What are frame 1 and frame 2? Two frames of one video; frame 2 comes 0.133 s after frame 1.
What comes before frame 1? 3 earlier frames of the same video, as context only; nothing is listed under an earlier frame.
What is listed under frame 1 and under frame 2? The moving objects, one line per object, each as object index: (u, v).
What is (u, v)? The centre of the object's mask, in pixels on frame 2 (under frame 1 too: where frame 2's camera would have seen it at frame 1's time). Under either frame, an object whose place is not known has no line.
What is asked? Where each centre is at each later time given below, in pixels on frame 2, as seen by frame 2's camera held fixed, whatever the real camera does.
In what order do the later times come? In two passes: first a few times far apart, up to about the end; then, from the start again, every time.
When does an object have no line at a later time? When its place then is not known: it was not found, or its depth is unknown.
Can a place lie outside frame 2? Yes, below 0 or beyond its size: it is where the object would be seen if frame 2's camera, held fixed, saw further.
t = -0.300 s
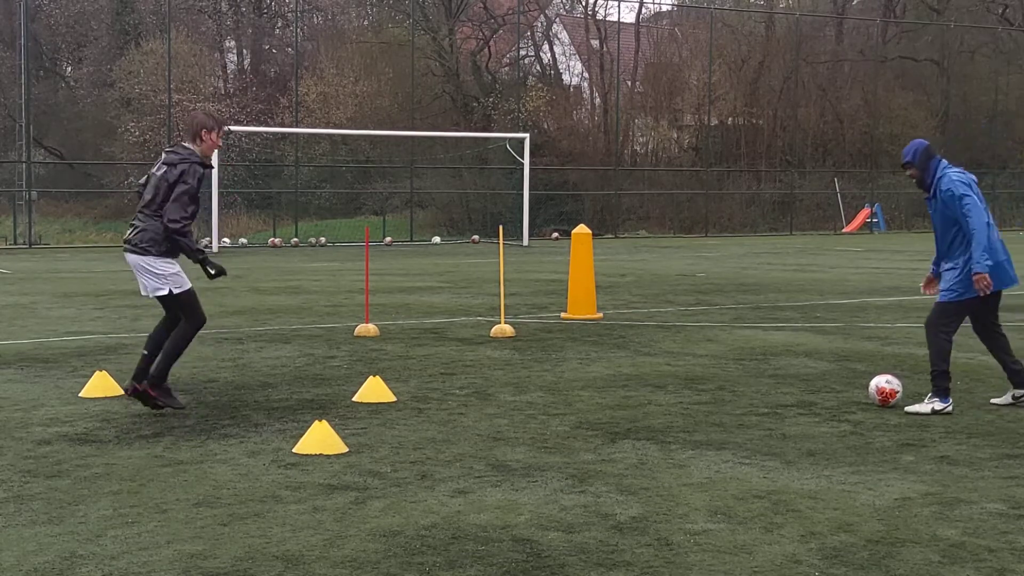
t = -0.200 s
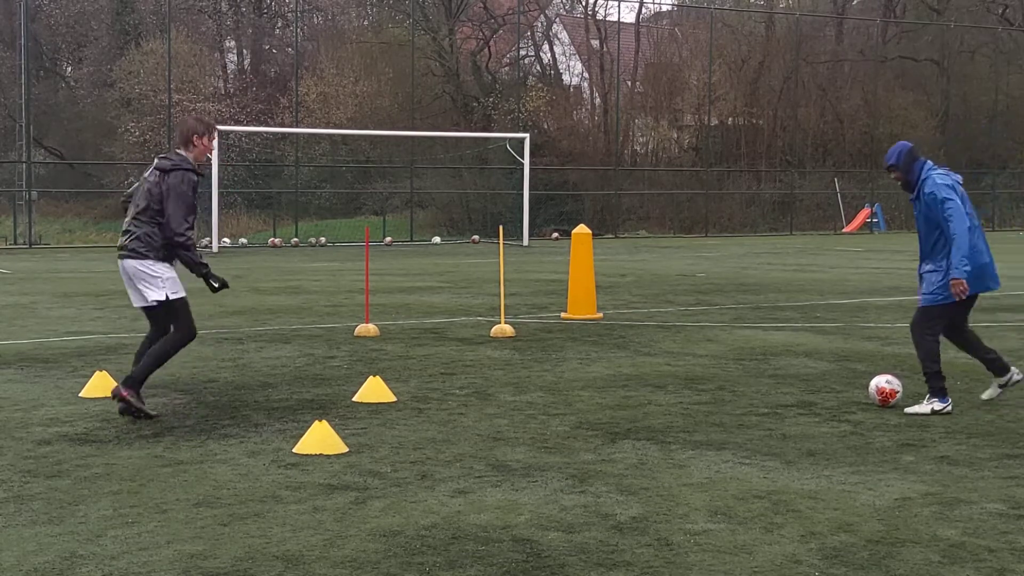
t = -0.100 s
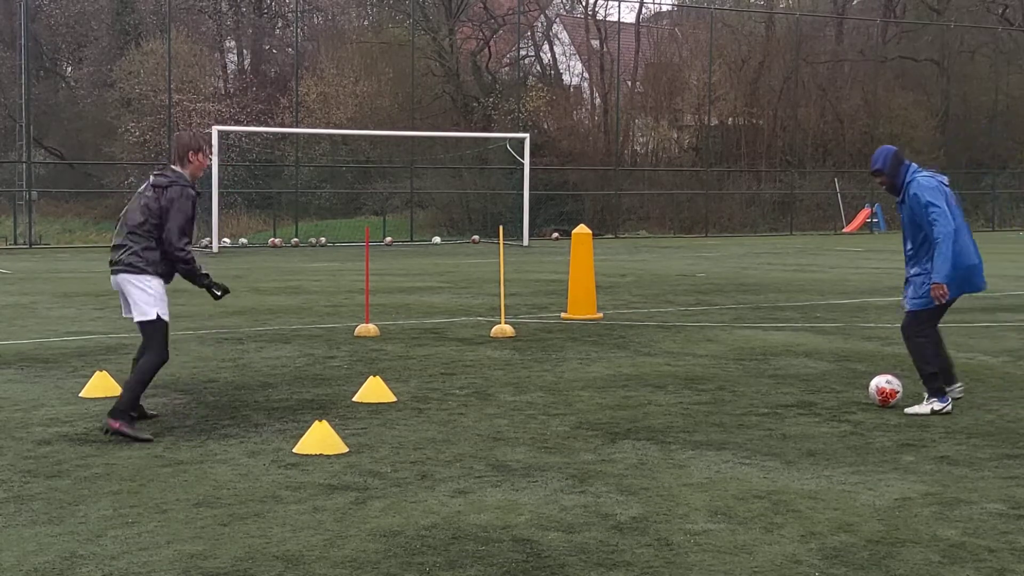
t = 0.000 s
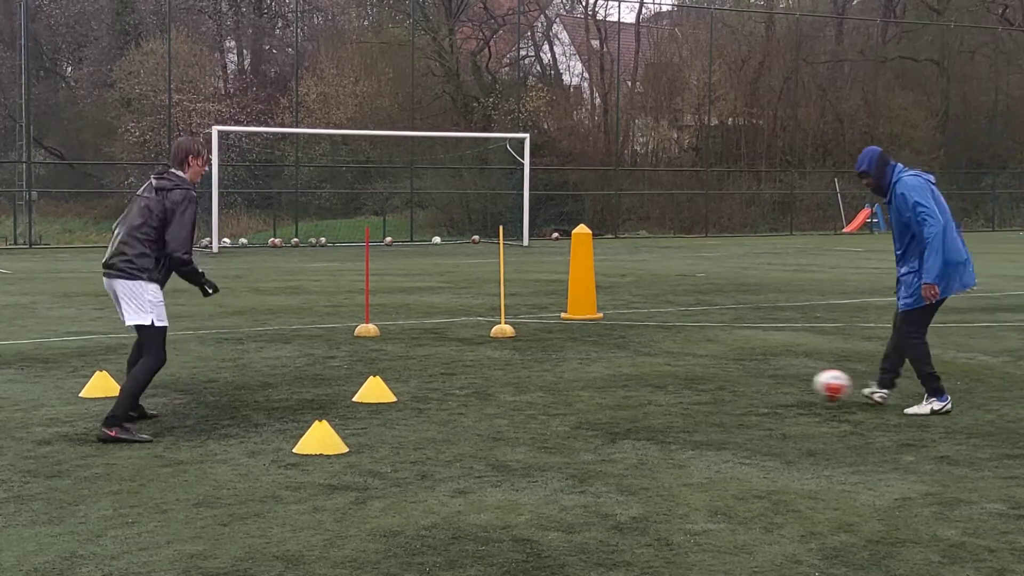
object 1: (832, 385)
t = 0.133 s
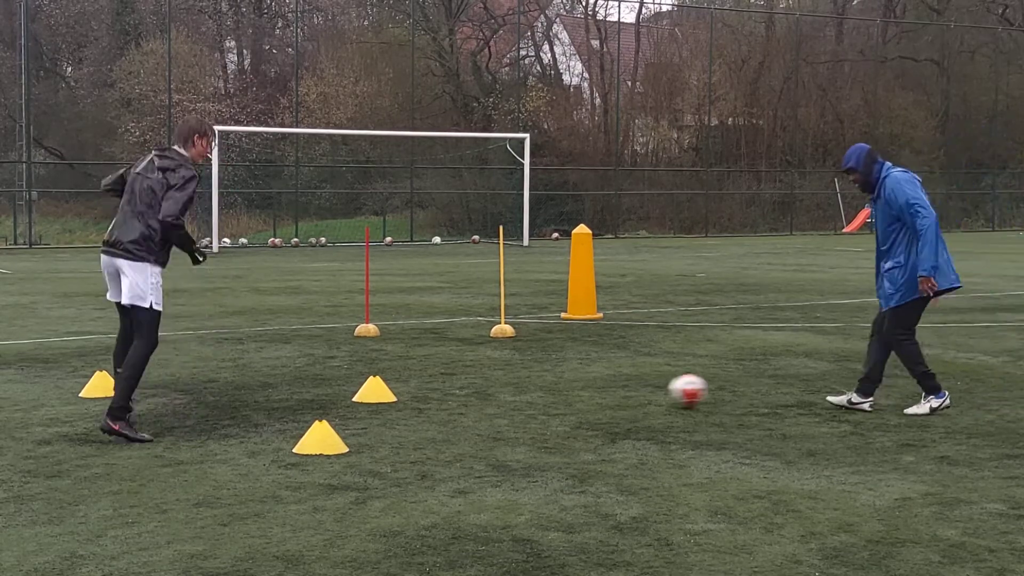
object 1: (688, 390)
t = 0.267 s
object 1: (557, 388)
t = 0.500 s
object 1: (359, 388)
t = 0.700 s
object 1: (223, 392)
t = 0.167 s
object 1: (654, 391)
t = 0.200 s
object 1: (621, 389)
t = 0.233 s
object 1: (589, 387)
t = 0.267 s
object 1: (557, 388)
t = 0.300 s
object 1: (524, 392)
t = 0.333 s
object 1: (495, 390)
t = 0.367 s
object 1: (467, 389)
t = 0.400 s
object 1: (438, 390)
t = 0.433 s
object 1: (410, 393)
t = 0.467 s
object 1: (384, 389)
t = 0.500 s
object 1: (359, 388)
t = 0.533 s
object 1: (336, 388)
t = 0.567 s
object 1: (312, 390)
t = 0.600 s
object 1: (289, 392)
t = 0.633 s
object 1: (267, 393)
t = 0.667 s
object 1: (244, 393)
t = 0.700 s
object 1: (223, 392)
